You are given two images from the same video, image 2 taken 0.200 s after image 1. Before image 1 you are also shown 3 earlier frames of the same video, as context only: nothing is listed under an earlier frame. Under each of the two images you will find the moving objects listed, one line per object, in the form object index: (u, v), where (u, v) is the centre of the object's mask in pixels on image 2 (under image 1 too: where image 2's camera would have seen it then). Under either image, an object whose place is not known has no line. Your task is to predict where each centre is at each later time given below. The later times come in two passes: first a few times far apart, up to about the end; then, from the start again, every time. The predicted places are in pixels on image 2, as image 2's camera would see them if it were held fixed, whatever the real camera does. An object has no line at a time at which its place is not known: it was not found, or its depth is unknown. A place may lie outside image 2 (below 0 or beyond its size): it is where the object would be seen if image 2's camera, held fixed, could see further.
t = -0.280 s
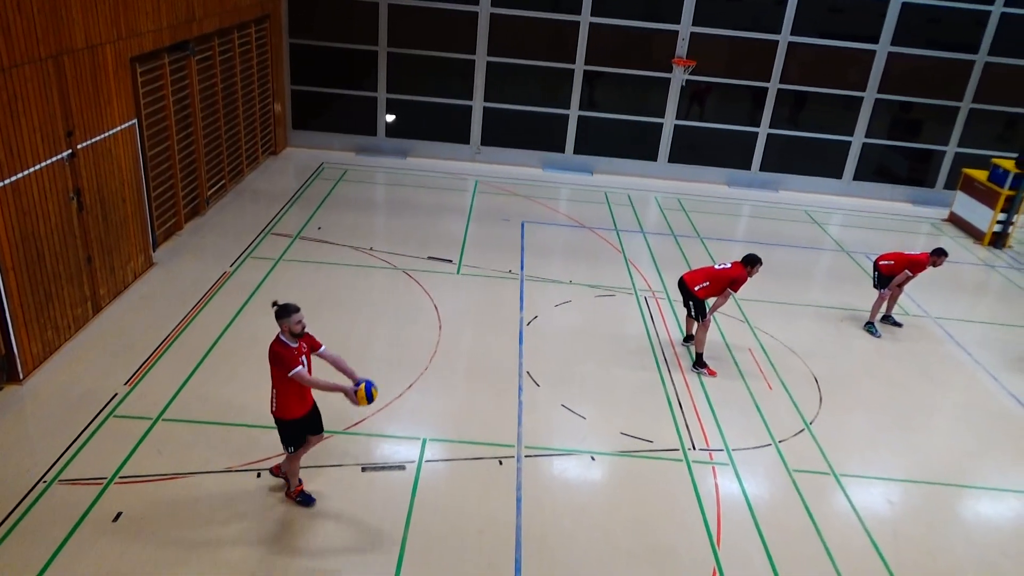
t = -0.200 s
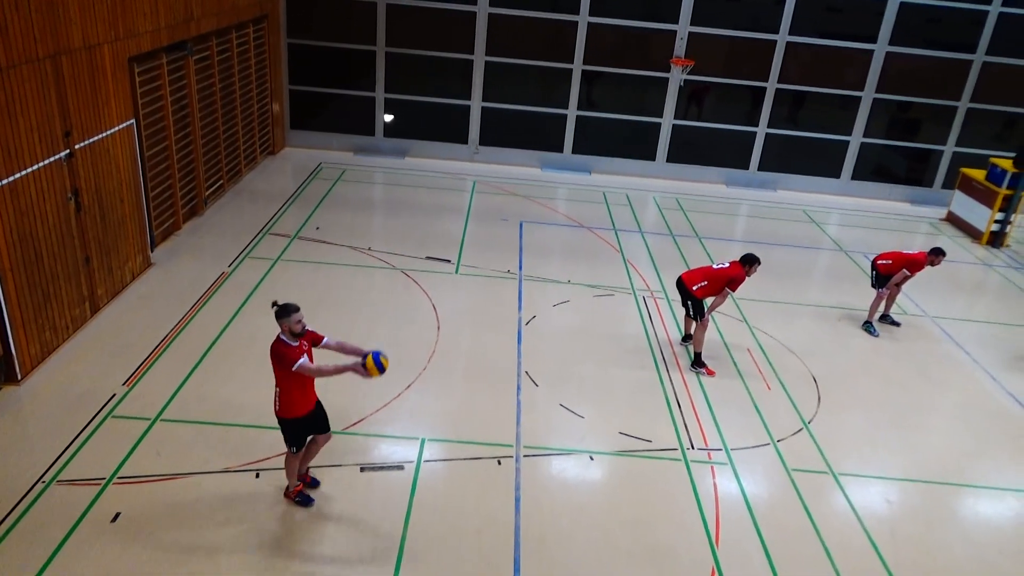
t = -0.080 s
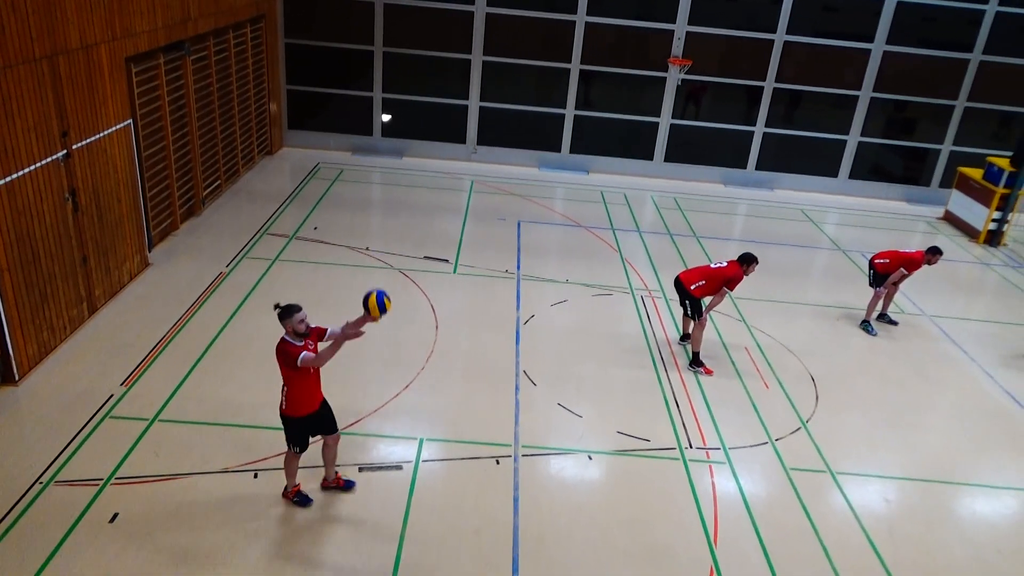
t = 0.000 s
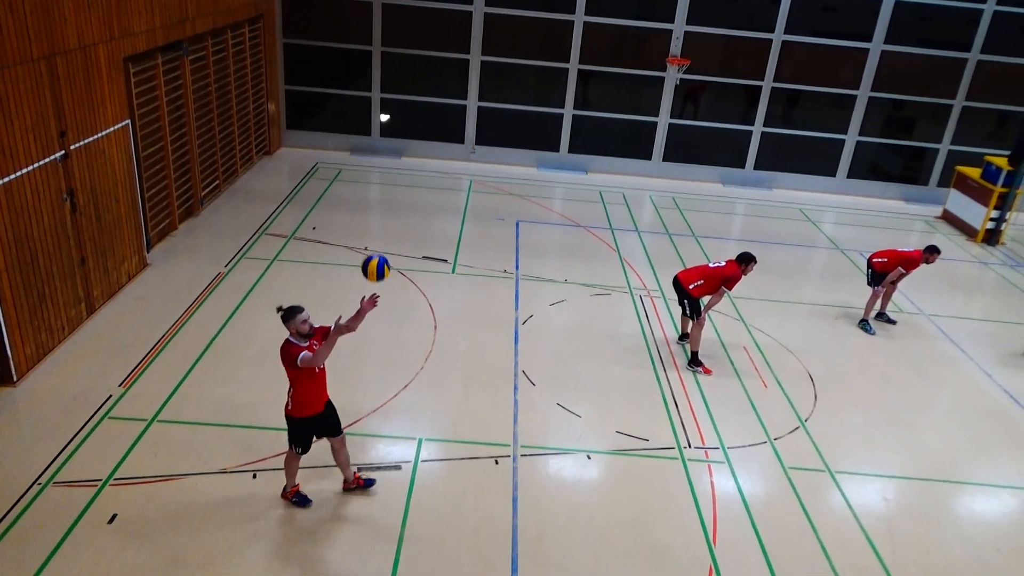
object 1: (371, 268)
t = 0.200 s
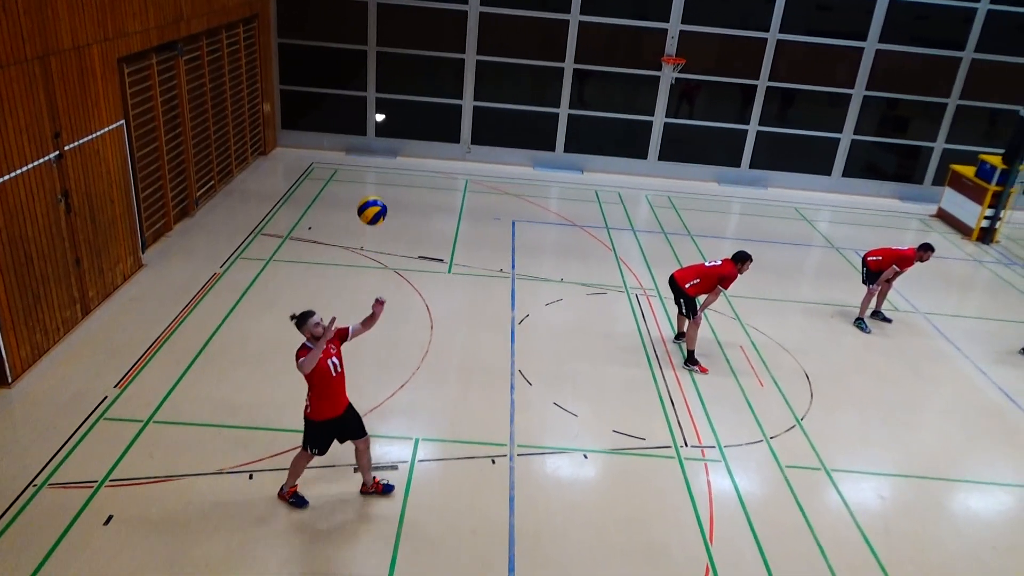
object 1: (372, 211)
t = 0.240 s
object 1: (372, 205)
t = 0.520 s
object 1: (372, 223)
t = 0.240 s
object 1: (372, 205)
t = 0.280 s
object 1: (372, 201)
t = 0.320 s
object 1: (372, 200)
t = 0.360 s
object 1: (373, 200)
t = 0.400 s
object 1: (372, 203)
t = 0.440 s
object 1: (372, 208)
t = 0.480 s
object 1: (373, 214)
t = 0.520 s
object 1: (372, 223)
